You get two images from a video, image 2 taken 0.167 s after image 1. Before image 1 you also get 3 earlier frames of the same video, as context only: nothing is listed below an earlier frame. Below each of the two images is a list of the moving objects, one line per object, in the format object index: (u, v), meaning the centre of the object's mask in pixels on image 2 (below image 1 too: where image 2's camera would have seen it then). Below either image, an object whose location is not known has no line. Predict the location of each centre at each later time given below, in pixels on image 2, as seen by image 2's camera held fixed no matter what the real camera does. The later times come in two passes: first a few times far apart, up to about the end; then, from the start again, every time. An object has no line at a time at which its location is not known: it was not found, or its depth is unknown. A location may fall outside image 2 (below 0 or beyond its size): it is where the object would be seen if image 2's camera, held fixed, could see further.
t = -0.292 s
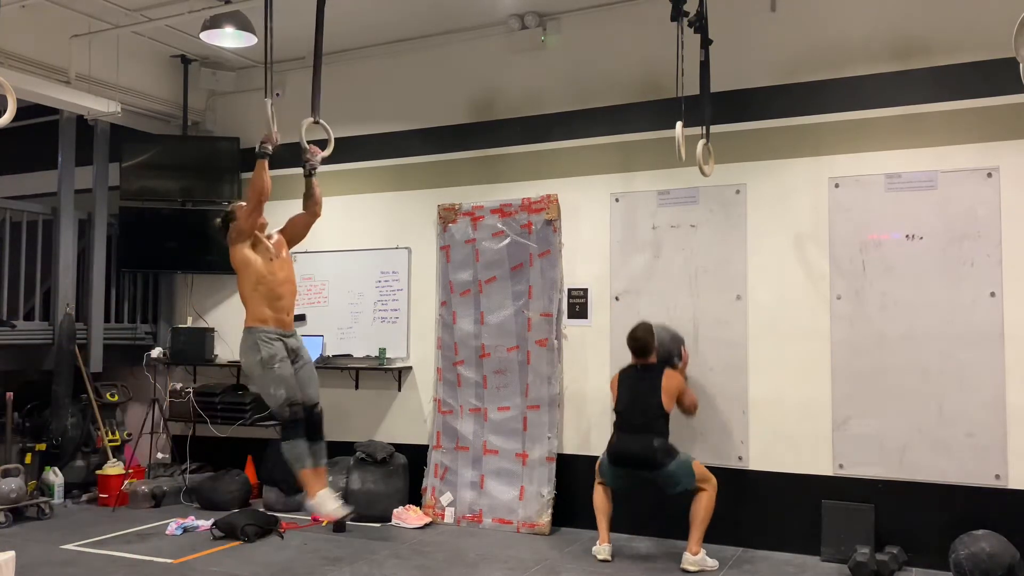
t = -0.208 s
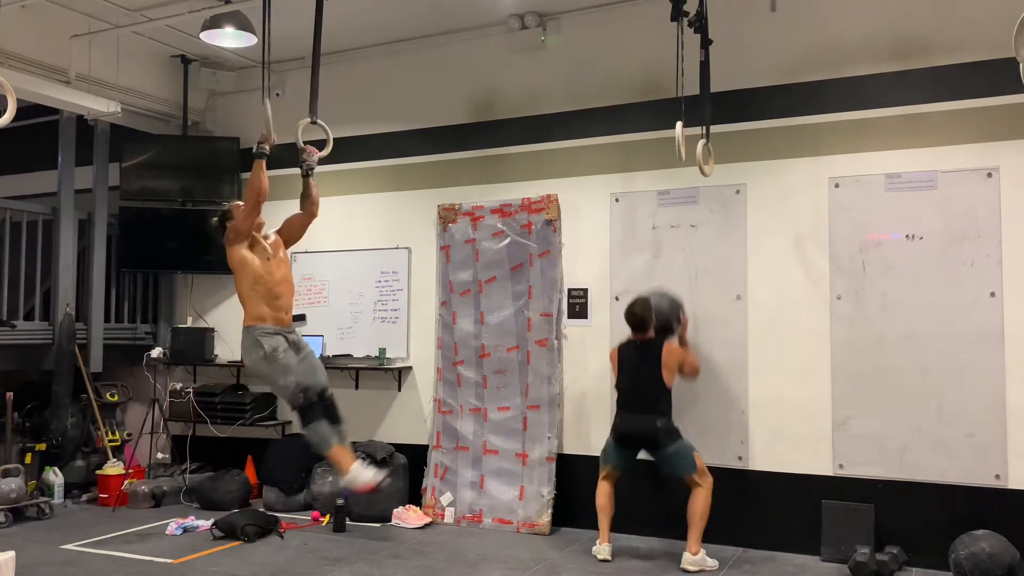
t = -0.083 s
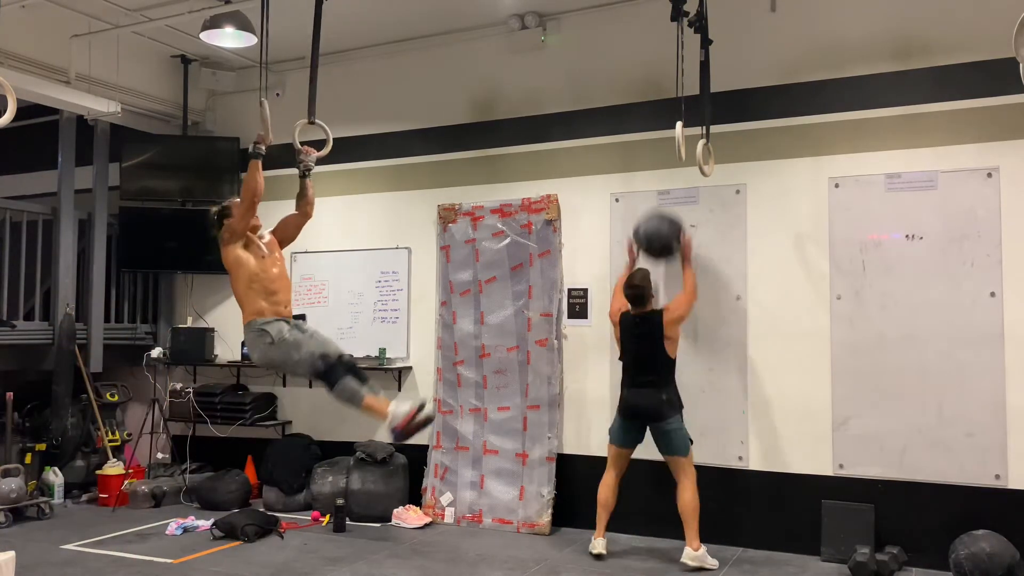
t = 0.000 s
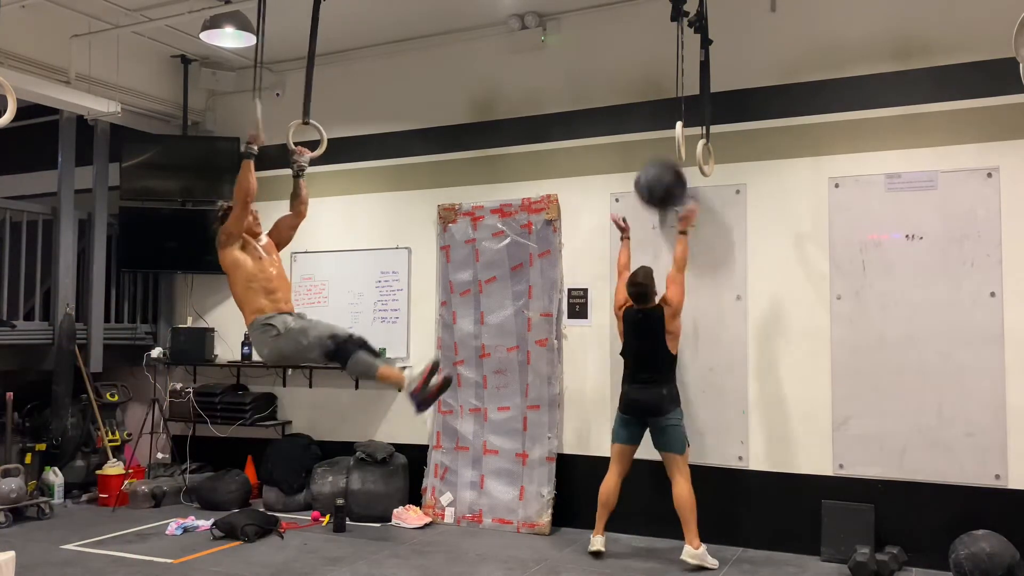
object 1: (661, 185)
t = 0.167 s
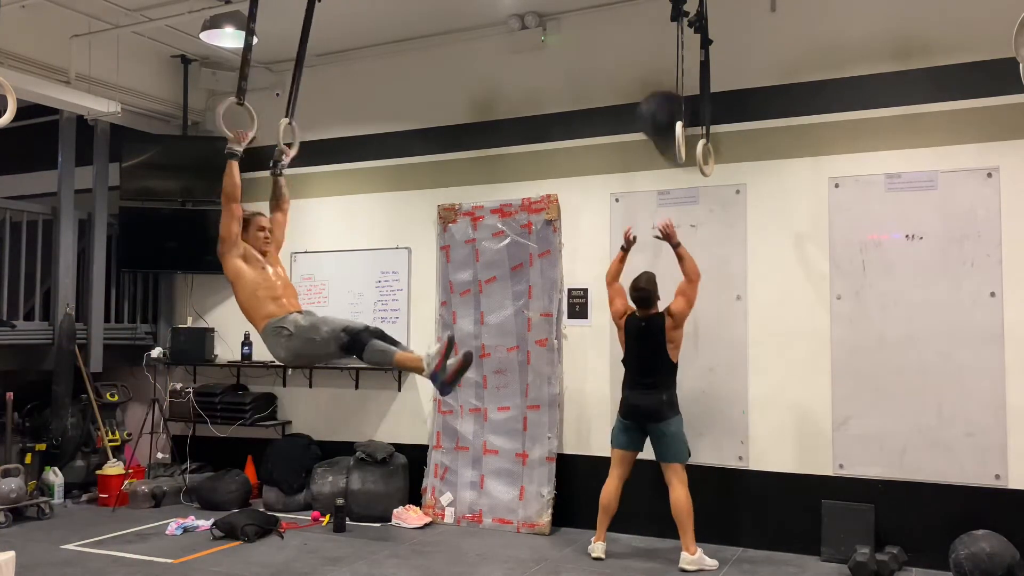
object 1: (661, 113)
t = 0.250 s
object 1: (662, 101)
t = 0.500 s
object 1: (659, 108)
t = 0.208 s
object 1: (662, 106)
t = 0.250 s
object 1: (662, 101)
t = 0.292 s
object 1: (662, 96)
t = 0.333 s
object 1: (662, 95)
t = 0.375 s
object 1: (661, 95)
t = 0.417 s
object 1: (661, 96)
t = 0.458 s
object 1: (660, 100)
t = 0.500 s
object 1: (659, 108)
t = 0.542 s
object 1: (656, 118)
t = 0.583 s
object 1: (655, 130)
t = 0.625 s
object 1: (655, 146)
